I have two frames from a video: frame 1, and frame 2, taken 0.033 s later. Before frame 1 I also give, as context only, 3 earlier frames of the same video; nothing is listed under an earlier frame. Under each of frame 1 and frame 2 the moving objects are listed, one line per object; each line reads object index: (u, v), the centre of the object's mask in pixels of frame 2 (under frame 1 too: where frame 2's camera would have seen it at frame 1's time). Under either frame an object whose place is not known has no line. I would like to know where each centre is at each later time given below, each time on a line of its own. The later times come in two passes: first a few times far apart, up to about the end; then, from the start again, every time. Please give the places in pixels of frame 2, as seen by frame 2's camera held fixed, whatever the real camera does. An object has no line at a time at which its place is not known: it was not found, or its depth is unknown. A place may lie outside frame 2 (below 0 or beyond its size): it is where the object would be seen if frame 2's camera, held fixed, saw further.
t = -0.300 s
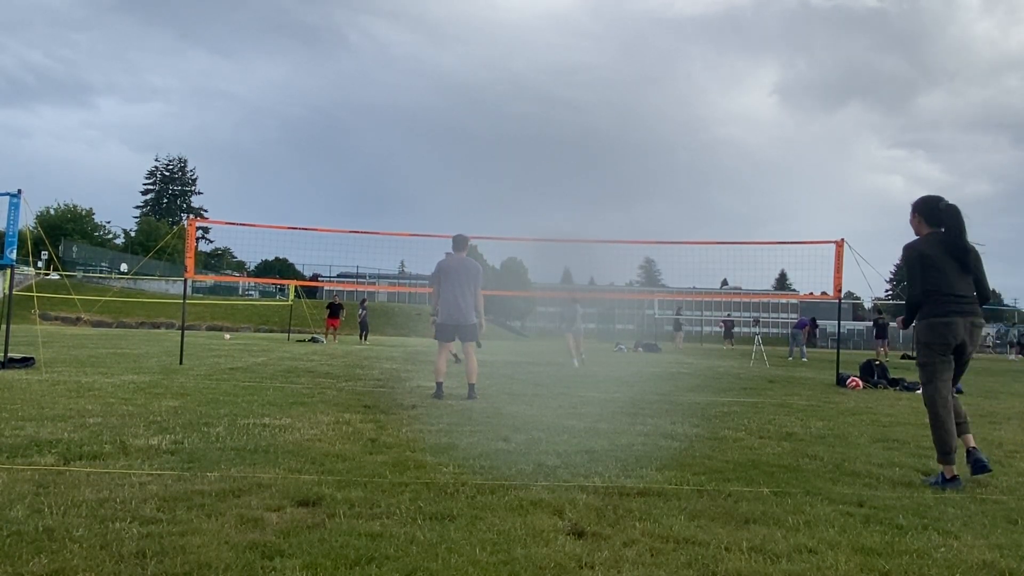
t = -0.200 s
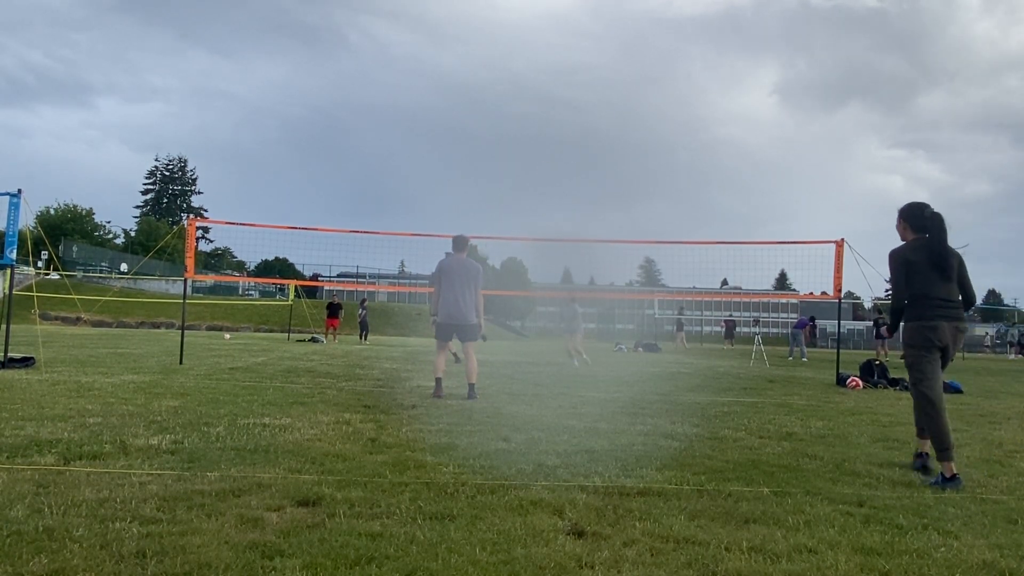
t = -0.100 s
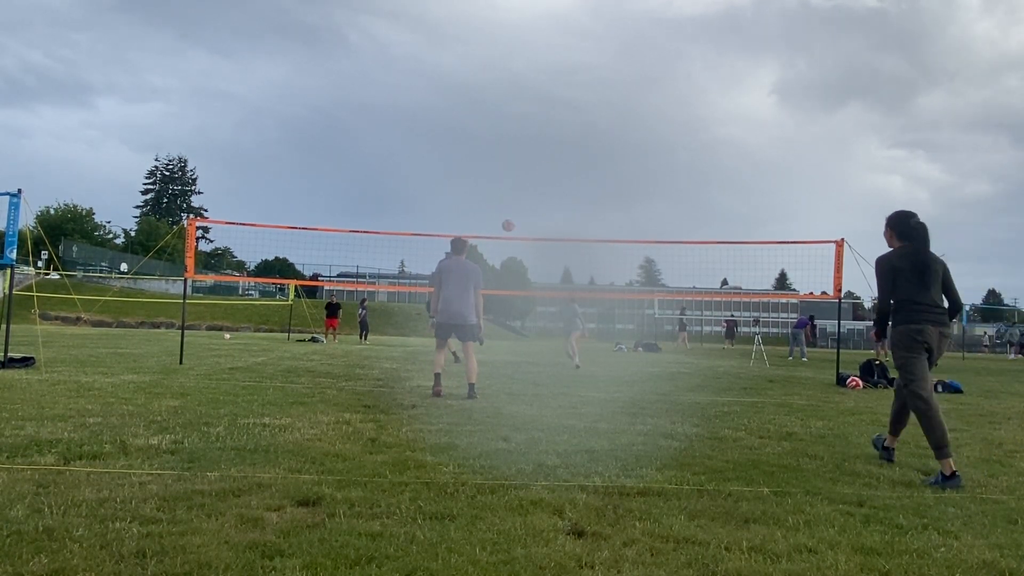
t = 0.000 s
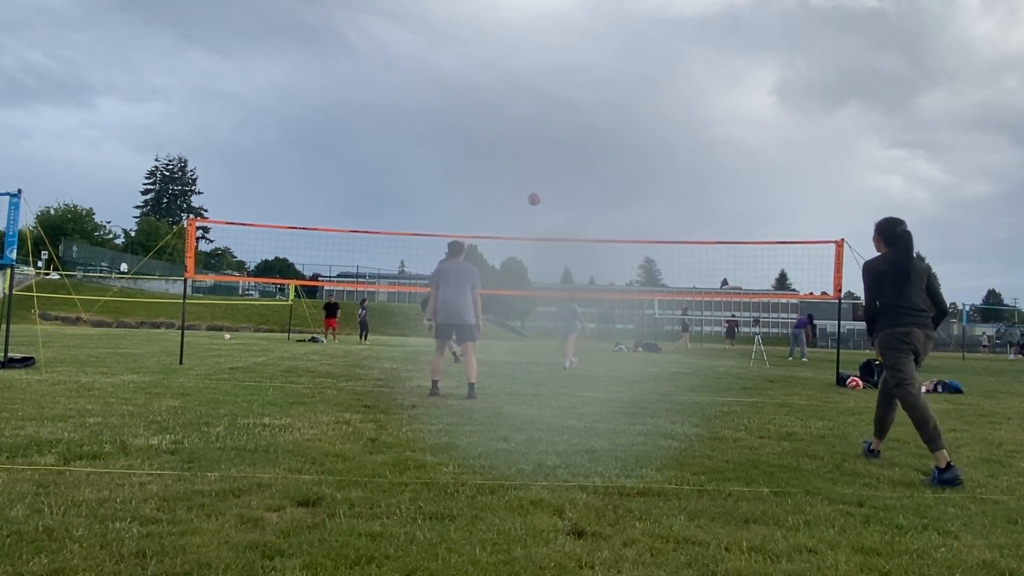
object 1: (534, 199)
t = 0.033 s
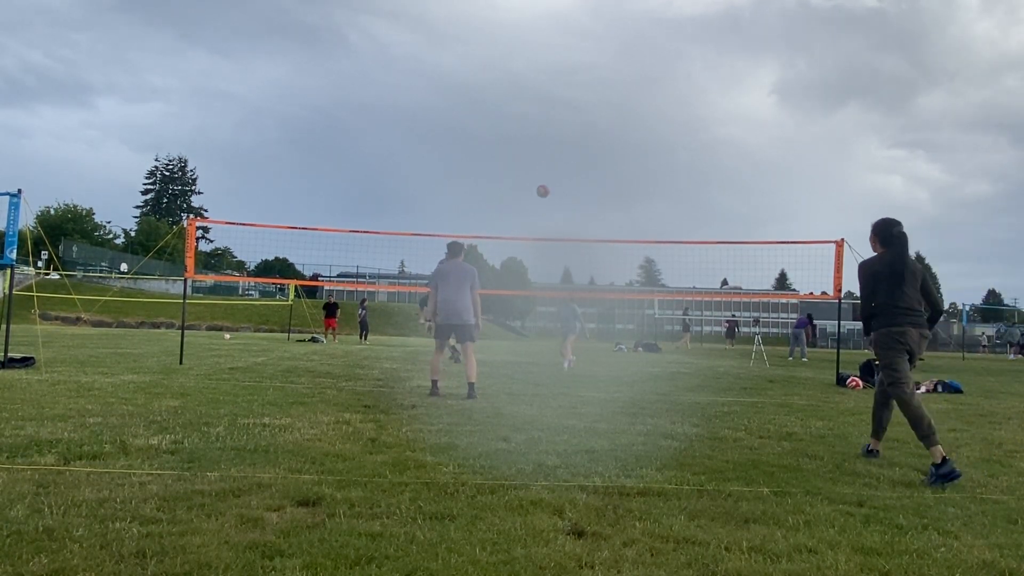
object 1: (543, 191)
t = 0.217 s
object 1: (595, 158)
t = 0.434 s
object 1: (668, 141)
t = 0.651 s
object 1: (753, 155)
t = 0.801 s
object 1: (823, 190)
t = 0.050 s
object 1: (547, 187)
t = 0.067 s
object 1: (552, 184)
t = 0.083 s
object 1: (556, 180)
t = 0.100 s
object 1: (561, 177)
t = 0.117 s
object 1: (566, 174)
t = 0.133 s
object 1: (570, 171)
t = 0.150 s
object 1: (575, 168)
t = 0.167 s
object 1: (580, 165)
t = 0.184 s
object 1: (585, 162)
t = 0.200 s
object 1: (590, 160)
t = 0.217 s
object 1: (595, 158)
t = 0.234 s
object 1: (600, 155)
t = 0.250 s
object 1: (606, 153)
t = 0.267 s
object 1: (611, 151)
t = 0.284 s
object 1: (616, 150)
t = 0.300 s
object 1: (622, 148)
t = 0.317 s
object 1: (627, 146)
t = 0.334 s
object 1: (633, 145)
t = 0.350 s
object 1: (638, 144)
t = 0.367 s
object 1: (644, 143)
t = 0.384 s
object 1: (649, 142)
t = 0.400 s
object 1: (655, 141)
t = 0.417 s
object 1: (661, 141)
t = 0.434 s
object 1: (668, 141)
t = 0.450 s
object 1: (673, 141)
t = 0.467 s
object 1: (679, 141)
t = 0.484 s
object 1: (686, 141)
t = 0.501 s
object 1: (692, 141)
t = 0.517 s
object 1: (699, 142)
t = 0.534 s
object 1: (705, 143)
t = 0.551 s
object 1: (712, 144)
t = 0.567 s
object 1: (718, 145)
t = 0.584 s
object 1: (725, 147)
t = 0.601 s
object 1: (732, 148)
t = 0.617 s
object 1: (739, 151)
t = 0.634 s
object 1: (746, 153)
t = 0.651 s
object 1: (753, 155)
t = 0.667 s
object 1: (761, 158)
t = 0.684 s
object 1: (768, 161)
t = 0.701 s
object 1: (775, 164)
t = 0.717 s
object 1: (783, 168)
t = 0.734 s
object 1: (791, 172)
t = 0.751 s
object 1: (799, 176)
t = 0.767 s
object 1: (807, 180)
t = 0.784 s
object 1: (815, 185)
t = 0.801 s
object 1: (823, 190)
